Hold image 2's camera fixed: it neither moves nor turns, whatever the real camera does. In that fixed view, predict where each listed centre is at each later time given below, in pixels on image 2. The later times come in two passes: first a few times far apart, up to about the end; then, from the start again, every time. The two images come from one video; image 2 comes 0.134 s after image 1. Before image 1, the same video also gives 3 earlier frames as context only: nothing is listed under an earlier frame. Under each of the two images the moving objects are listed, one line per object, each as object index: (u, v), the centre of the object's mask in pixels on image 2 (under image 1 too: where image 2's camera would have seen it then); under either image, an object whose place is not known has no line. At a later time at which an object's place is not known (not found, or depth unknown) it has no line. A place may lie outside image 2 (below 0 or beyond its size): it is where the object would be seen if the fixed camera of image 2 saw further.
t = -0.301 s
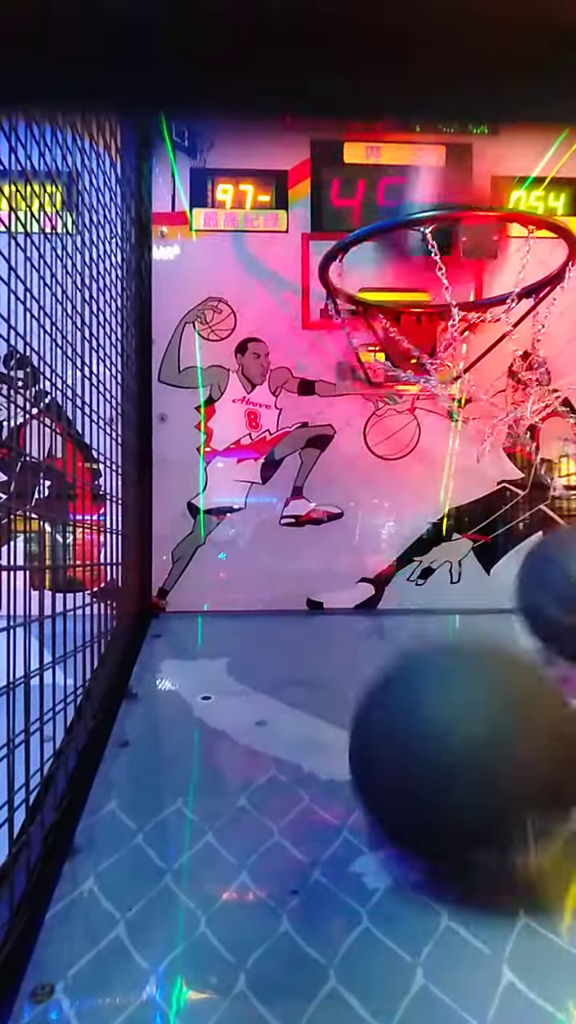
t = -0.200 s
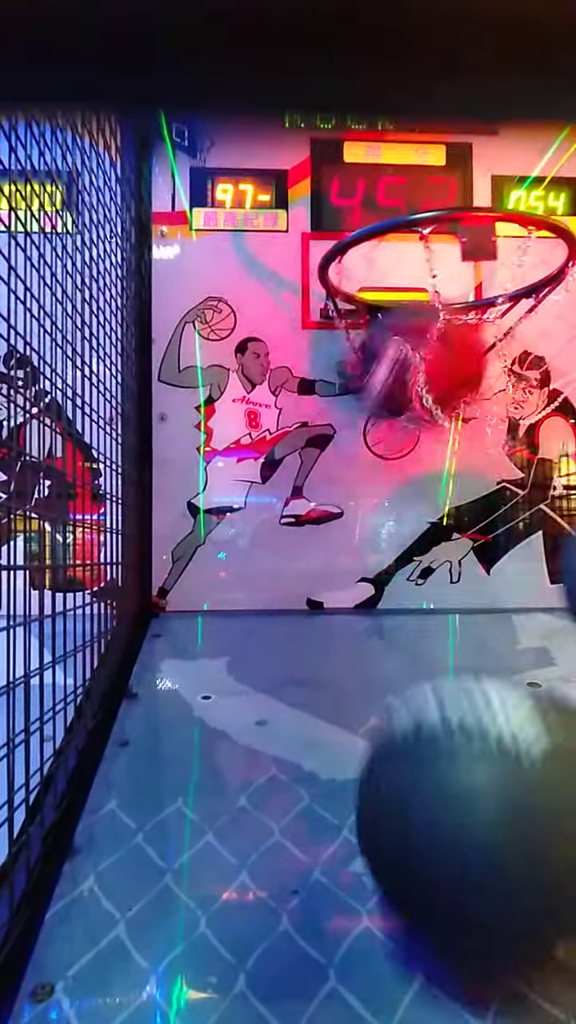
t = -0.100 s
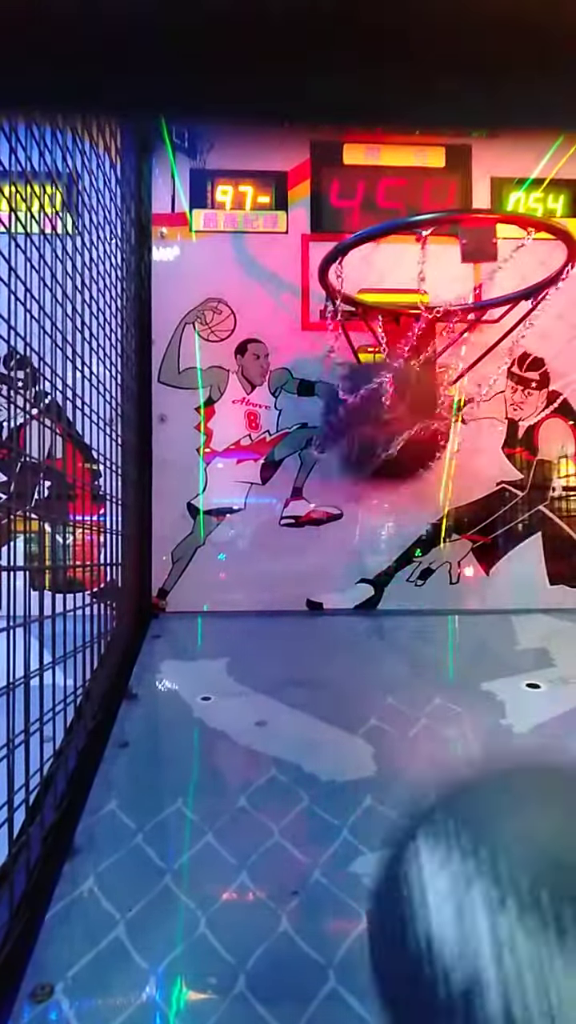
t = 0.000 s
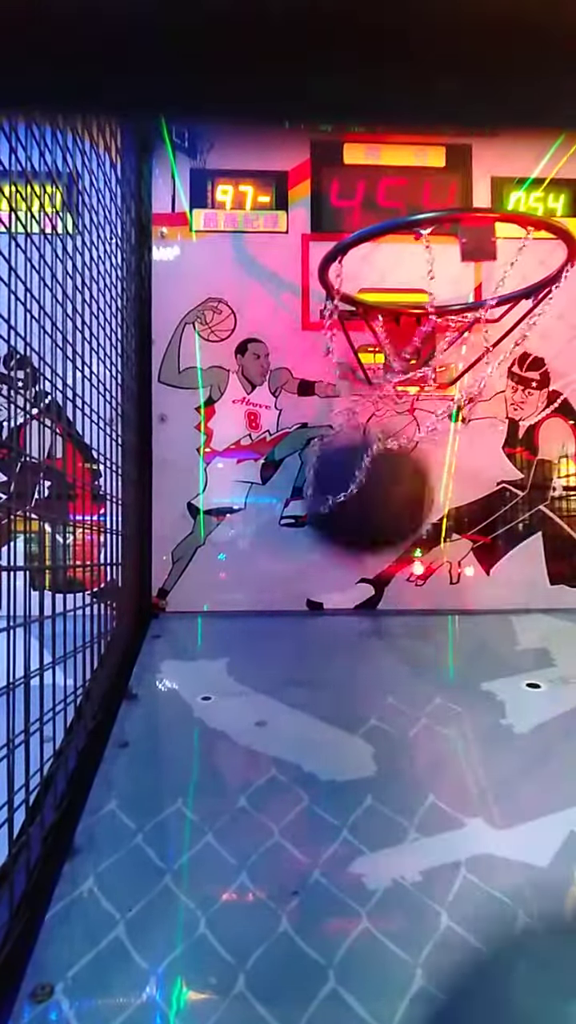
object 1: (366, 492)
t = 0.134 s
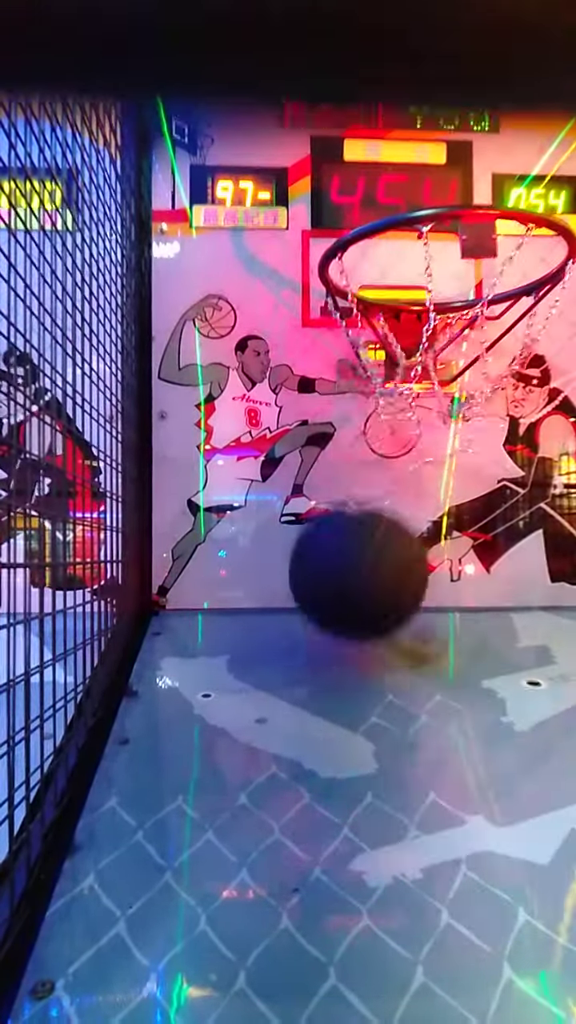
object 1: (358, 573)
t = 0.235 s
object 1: (362, 554)
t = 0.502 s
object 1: (385, 675)
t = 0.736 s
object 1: (437, 898)
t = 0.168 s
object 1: (359, 560)
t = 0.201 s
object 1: (360, 553)
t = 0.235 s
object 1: (362, 554)
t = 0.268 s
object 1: (364, 562)
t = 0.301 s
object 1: (365, 578)
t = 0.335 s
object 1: (366, 604)
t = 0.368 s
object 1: (369, 642)
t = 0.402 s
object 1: (372, 676)
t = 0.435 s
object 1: (375, 668)
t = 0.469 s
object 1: (380, 667)
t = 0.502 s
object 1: (385, 675)
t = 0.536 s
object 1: (389, 699)
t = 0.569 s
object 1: (395, 736)
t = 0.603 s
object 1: (404, 797)
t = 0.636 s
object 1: (416, 820)
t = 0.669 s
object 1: (424, 836)
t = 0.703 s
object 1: (435, 869)
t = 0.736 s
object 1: (437, 898)
